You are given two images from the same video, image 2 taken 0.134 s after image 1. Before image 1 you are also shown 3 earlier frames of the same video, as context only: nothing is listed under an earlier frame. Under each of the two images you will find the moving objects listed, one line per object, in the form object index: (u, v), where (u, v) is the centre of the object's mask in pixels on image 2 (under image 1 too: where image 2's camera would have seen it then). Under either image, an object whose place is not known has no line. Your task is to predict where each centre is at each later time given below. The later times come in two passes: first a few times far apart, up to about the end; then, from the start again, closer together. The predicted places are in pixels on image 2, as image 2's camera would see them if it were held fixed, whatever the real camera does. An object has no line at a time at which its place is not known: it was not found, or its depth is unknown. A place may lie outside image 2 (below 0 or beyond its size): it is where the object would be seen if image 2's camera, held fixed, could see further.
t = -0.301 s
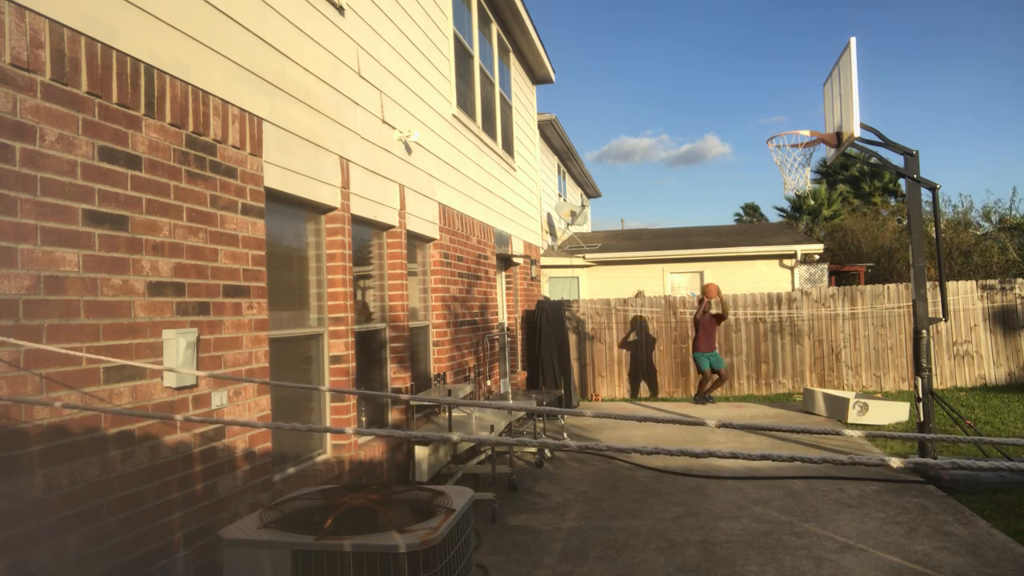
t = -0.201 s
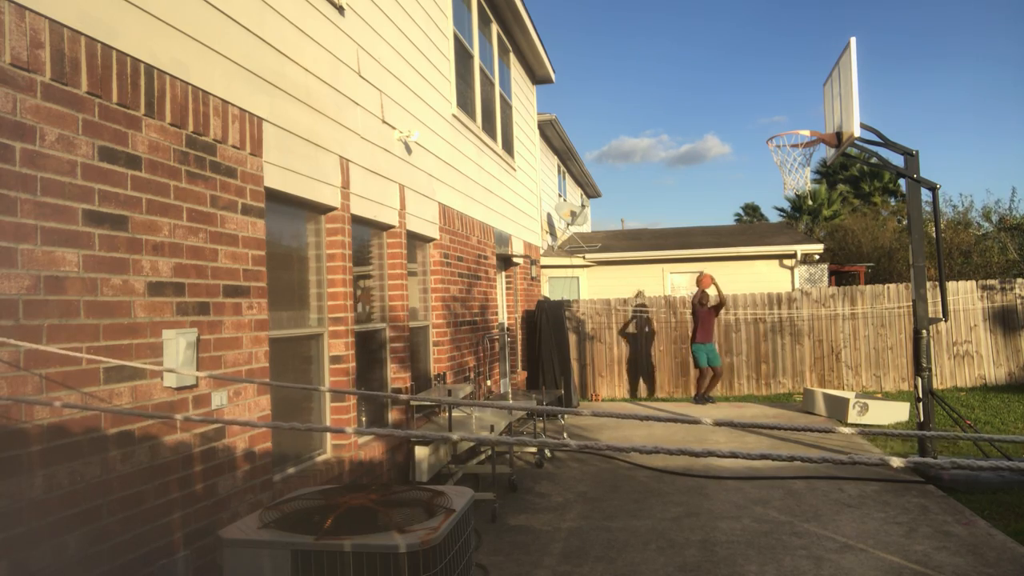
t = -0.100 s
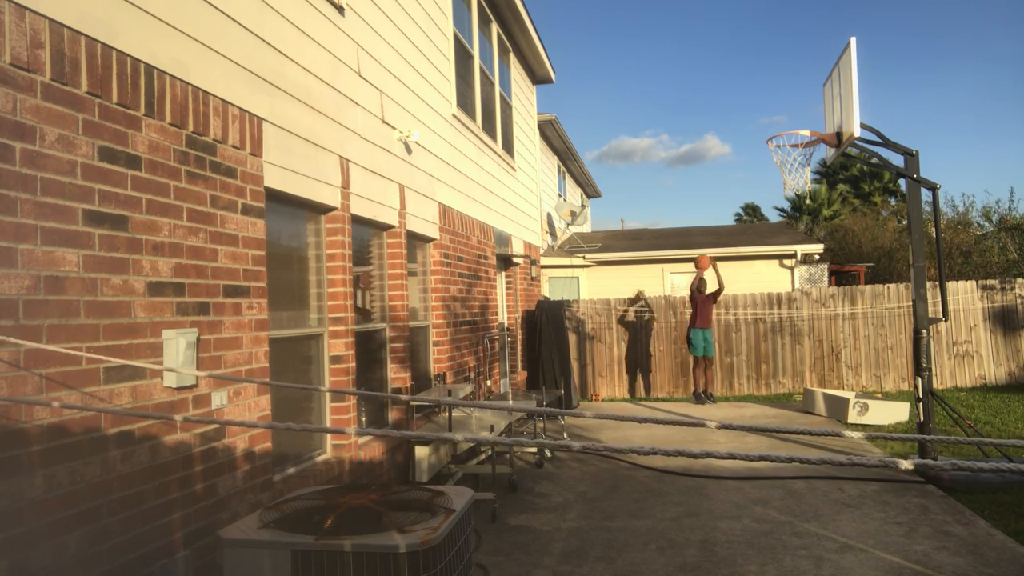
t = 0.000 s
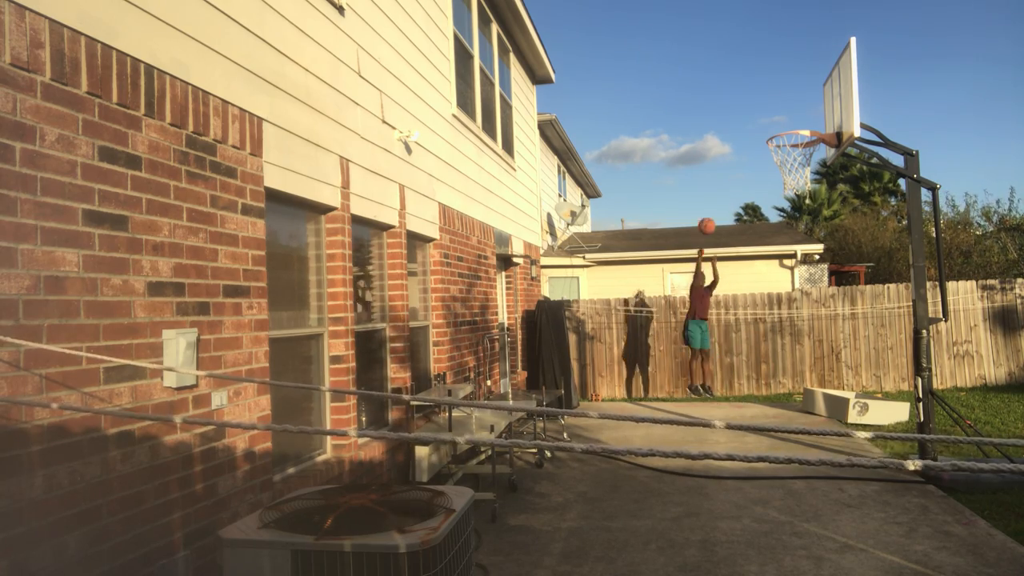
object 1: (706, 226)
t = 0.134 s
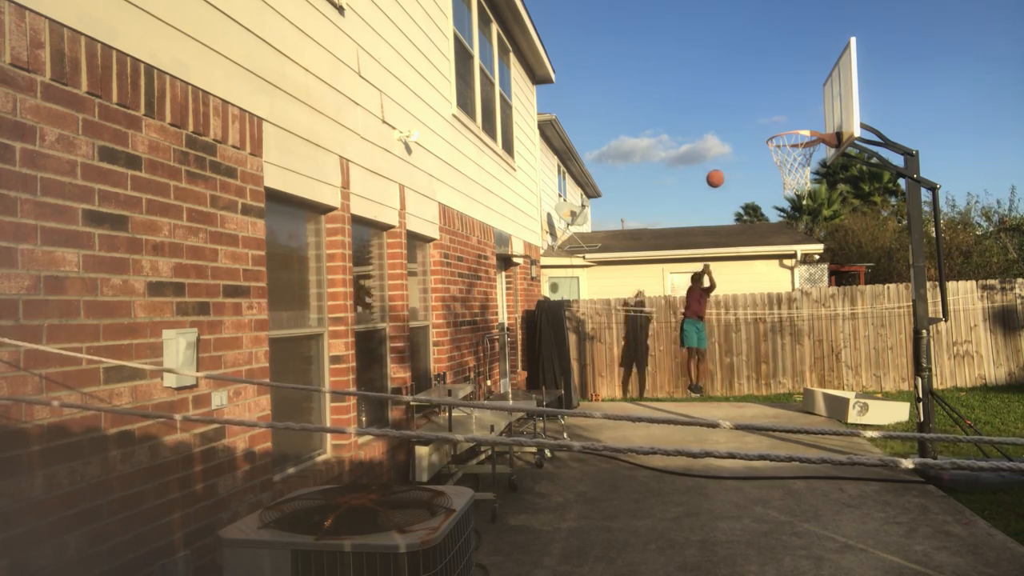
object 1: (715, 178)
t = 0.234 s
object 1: (722, 148)
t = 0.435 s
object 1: (740, 105)
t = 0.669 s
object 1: (768, 90)
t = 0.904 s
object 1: (806, 123)
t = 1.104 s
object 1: (803, 162)
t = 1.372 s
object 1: (819, 239)
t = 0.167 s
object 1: (718, 168)
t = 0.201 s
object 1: (720, 158)
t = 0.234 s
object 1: (722, 148)
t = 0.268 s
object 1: (725, 139)
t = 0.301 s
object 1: (728, 131)
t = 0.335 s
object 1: (731, 124)
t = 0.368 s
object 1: (734, 116)
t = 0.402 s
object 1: (737, 110)
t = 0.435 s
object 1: (740, 105)
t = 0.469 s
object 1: (744, 100)
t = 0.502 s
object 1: (747, 96)
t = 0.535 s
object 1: (751, 93)
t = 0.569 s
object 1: (755, 91)
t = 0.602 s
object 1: (760, 89)
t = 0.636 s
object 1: (763, 89)
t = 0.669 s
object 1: (768, 90)
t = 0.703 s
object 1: (773, 91)
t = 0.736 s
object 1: (778, 94)
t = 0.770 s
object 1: (783, 98)
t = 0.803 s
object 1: (788, 104)
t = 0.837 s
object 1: (794, 110)
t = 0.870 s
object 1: (799, 118)
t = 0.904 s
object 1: (806, 123)
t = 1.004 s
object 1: (789, 144)
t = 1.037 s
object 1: (796, 149)
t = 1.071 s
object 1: (801, 155)
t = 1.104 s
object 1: (803, 162)
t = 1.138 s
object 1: (805, 168)
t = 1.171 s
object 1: (808, 174)
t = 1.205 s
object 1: (810, 183)
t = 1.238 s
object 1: (812, 191)
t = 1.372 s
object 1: (819, 239)
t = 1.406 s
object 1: (822, 255)
